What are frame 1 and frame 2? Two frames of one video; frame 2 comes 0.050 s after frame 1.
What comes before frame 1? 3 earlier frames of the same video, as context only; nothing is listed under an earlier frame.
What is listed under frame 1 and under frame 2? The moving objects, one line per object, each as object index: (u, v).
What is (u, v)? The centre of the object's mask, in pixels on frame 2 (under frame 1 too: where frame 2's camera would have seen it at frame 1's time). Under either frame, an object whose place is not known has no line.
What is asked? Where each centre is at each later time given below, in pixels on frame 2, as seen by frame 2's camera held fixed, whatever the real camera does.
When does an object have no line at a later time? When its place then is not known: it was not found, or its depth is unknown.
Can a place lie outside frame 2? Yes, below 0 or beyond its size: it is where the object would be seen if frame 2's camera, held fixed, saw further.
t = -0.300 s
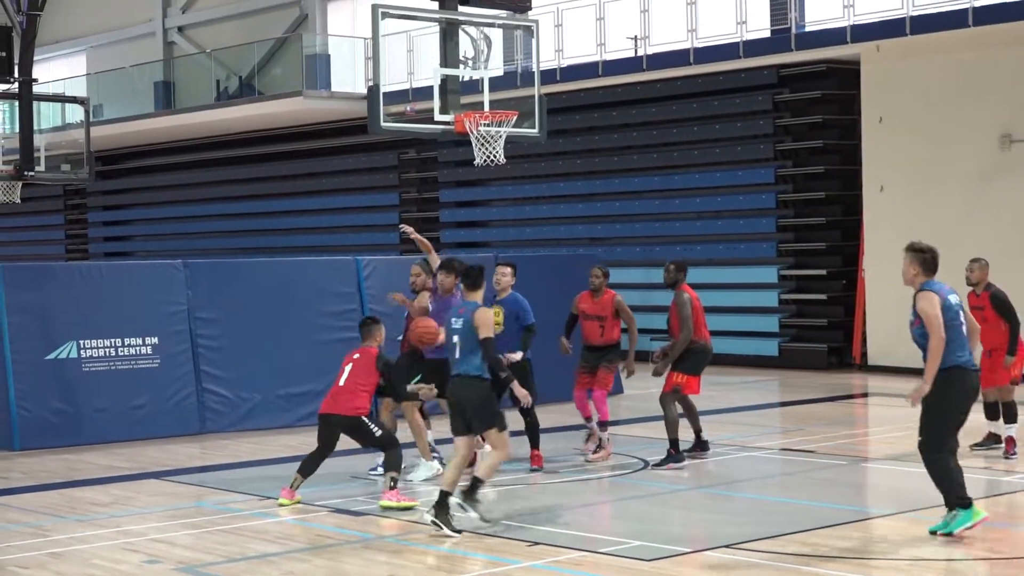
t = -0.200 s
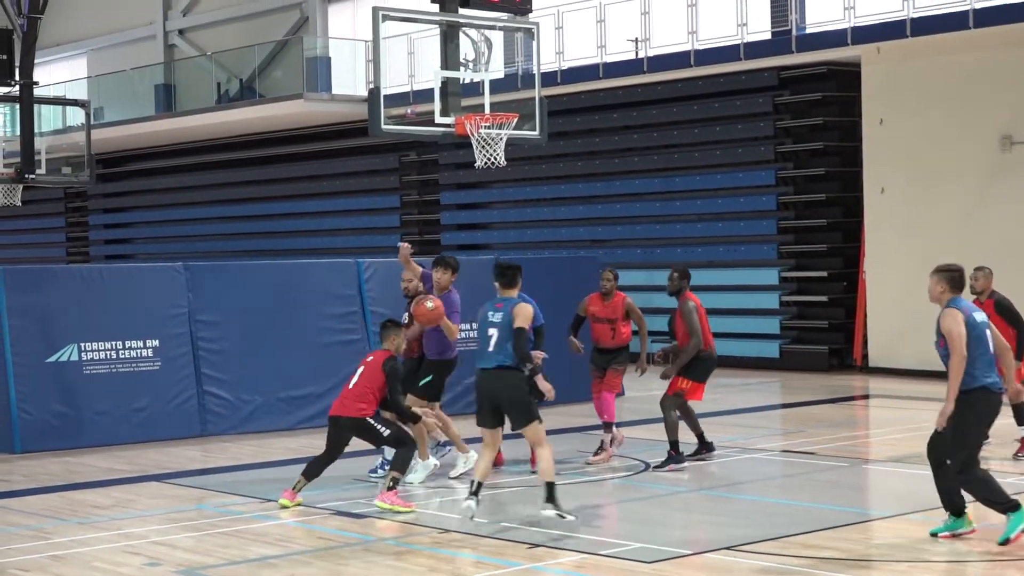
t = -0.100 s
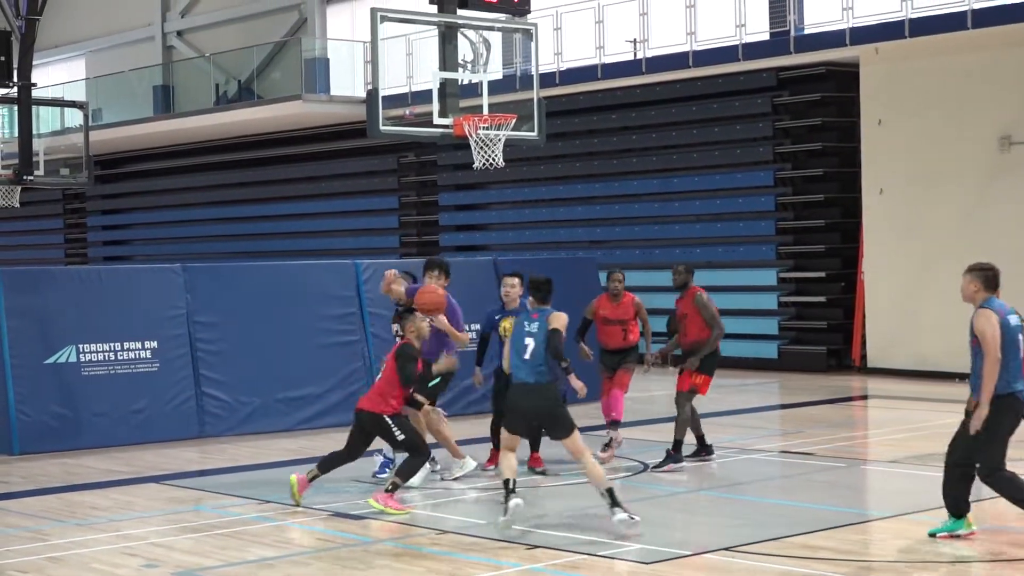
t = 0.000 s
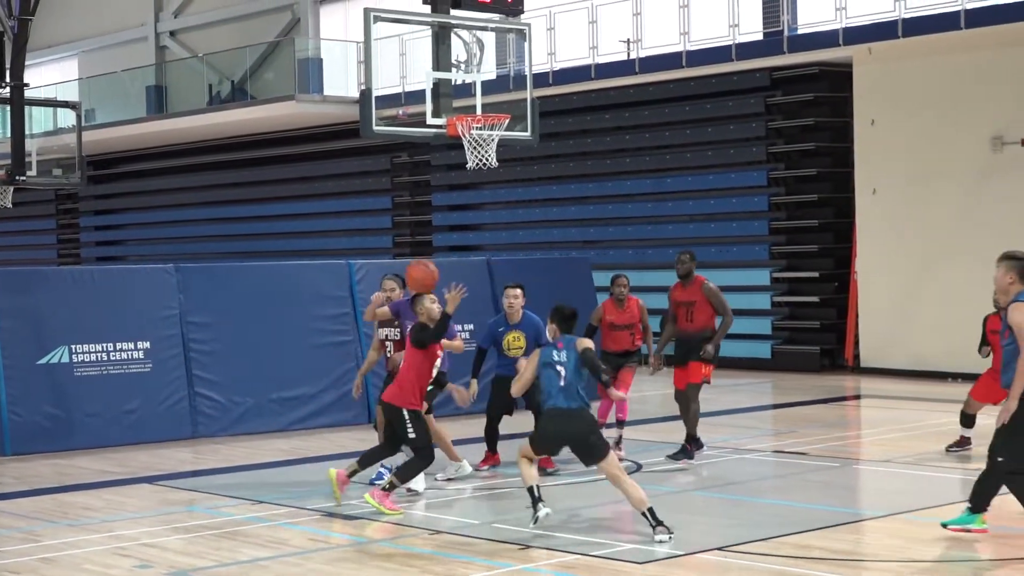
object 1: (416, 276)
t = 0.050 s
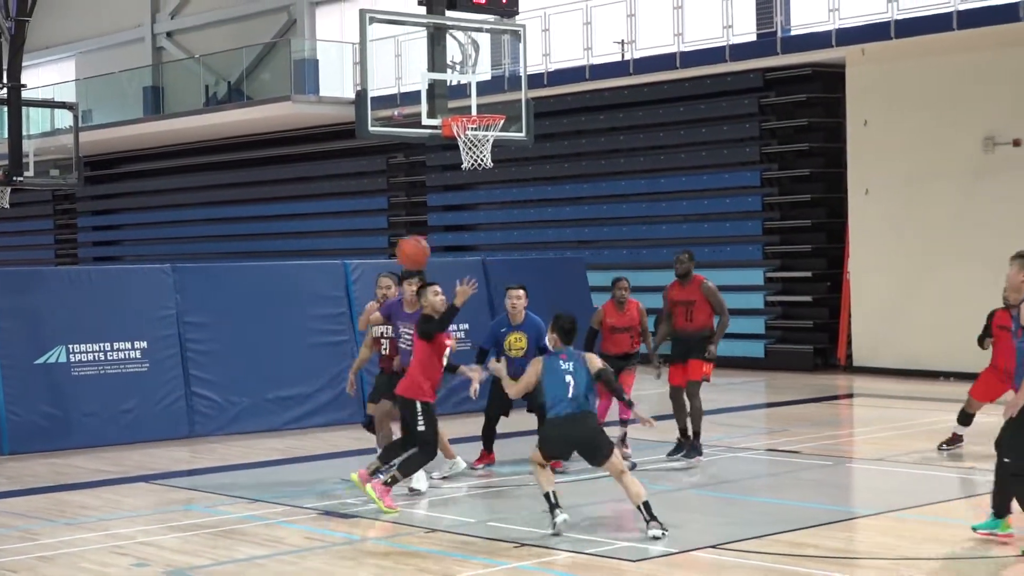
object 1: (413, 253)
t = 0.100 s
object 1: (408, 231)
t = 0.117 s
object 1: (407, 225)
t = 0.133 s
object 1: (406, 219)
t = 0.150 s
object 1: (404, 213)
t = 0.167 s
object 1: (403, 208)
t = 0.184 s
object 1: (401, 203)
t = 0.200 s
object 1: (400, 199)
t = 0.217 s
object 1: (399, 194)
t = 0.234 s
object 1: (397, 190)
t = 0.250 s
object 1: (396, 187)
